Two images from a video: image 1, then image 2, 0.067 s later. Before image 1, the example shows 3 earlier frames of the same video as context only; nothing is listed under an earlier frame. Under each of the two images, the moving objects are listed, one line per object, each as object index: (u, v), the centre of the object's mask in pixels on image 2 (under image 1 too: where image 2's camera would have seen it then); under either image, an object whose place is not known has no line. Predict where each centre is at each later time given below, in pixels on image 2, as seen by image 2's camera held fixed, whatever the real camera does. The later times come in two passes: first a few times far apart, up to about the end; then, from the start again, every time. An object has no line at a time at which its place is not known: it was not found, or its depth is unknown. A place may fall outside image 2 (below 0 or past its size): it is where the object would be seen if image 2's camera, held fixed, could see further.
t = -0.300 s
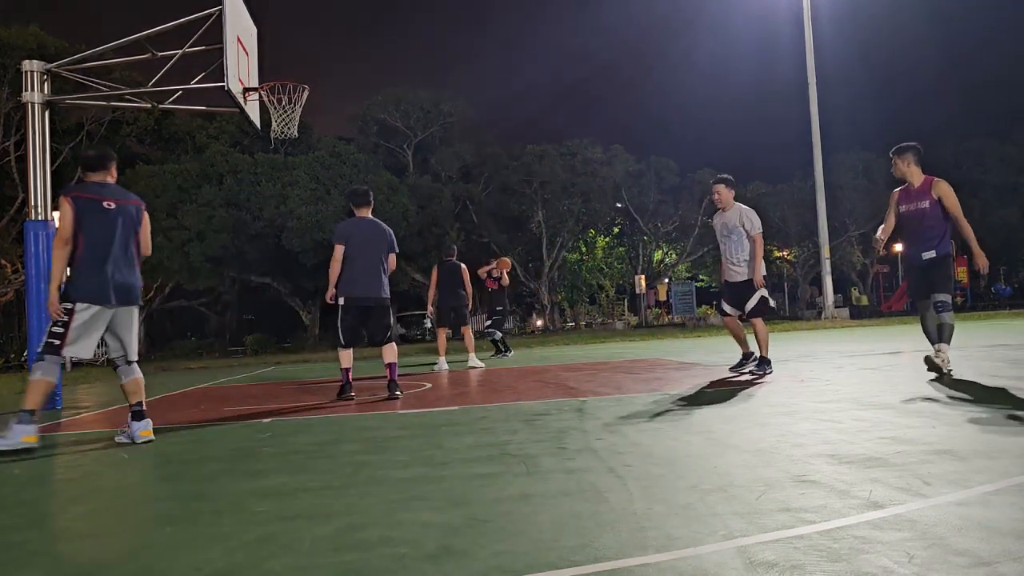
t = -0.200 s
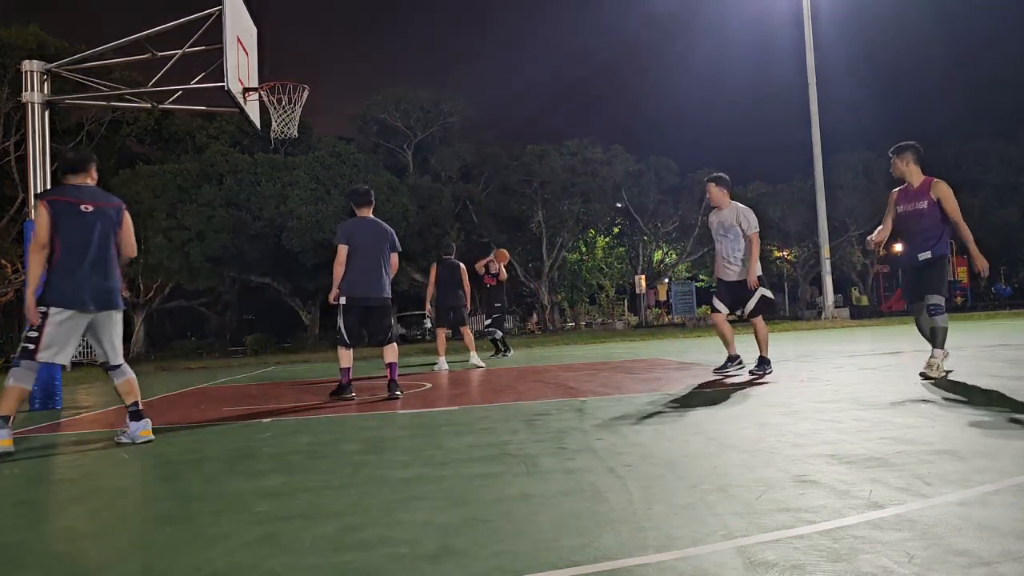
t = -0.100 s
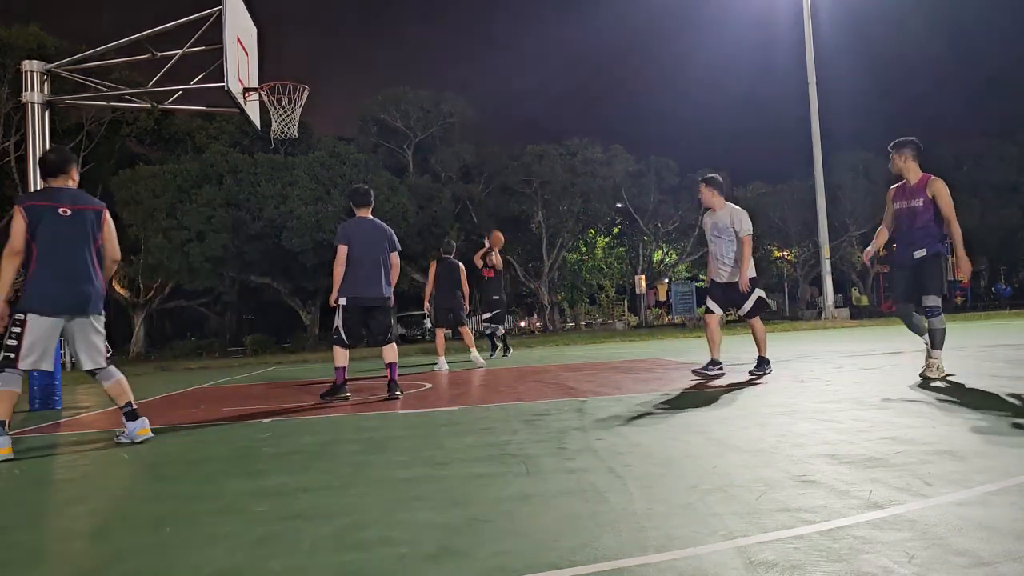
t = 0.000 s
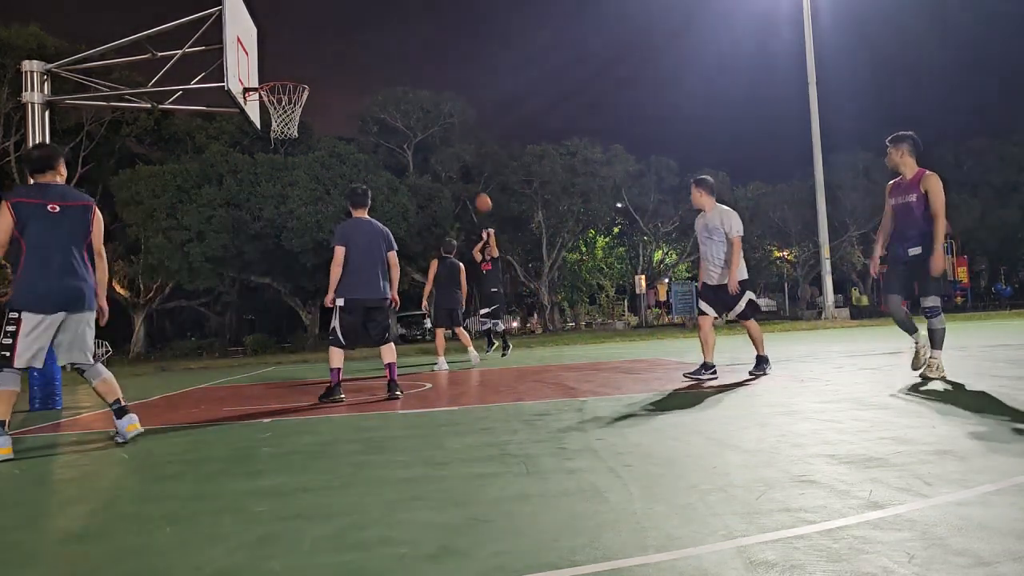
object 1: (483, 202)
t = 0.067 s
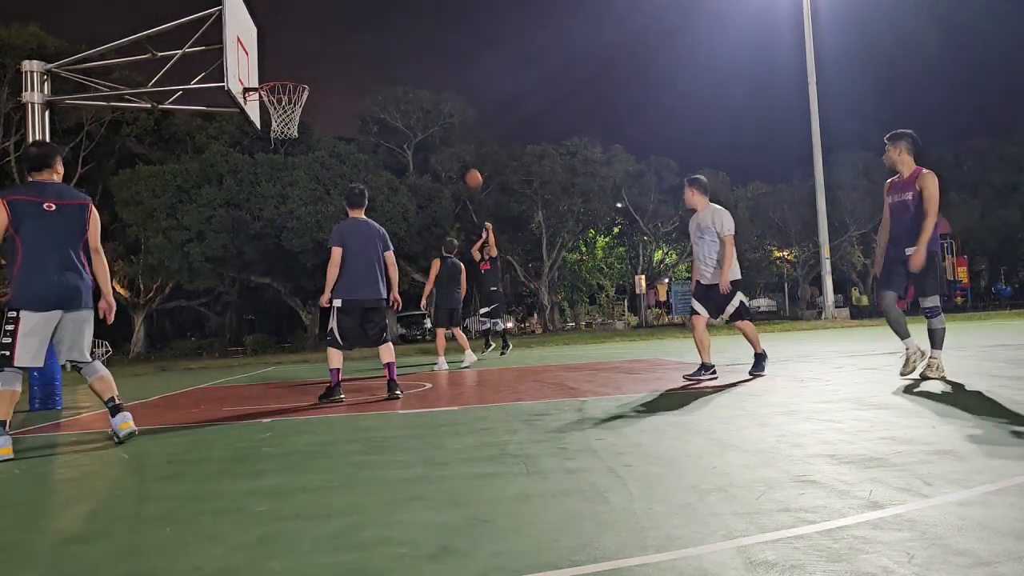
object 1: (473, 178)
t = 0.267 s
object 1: (443, 116)
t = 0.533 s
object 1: (395, 63)
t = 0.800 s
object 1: (338, 58)
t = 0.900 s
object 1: (314, 72)
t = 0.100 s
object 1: (468, 167)
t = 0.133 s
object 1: (464, 155)
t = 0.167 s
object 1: (458, 145)
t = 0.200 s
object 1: (453, 134)
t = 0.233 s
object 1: (448, 125)
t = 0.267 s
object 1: (443, 116)
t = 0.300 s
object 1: (437, 107)
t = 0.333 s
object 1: (431, 99)
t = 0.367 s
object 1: (425, 92)
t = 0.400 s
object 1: (420, 85)
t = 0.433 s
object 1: (414, 78)
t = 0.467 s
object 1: (407, 73)
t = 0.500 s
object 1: (401, 67)
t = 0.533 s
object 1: (395, 63)
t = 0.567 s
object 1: (388, 60)
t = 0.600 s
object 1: (381, 57)
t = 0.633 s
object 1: (374, 55)
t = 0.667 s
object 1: (368, 54)
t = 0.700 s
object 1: (360, 54)
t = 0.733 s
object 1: (354, 54)
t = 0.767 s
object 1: (346, 55)
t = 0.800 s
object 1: (338, 58)
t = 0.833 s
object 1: (331, 62)
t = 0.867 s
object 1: (322, 67)
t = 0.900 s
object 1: (314, 72)
